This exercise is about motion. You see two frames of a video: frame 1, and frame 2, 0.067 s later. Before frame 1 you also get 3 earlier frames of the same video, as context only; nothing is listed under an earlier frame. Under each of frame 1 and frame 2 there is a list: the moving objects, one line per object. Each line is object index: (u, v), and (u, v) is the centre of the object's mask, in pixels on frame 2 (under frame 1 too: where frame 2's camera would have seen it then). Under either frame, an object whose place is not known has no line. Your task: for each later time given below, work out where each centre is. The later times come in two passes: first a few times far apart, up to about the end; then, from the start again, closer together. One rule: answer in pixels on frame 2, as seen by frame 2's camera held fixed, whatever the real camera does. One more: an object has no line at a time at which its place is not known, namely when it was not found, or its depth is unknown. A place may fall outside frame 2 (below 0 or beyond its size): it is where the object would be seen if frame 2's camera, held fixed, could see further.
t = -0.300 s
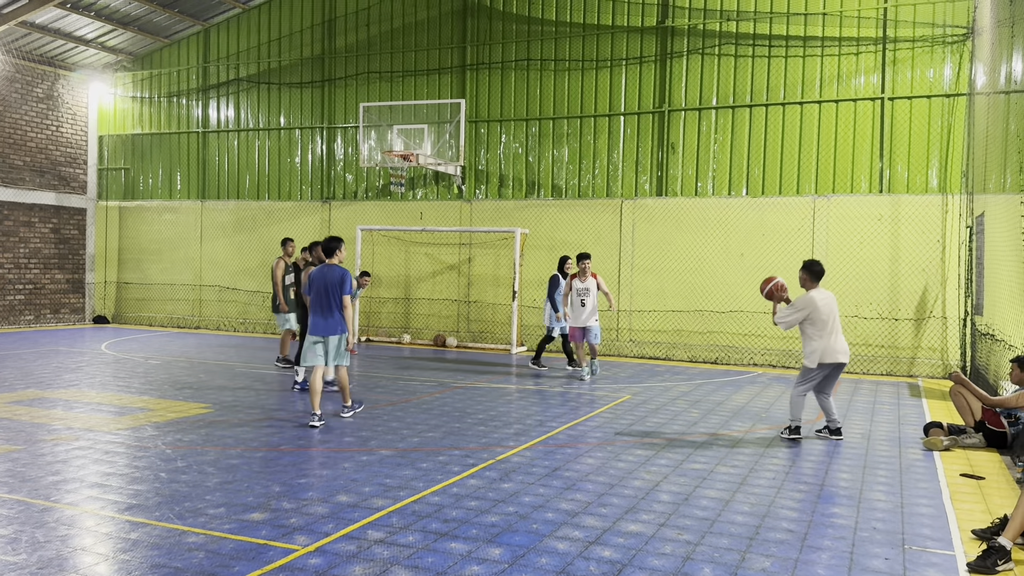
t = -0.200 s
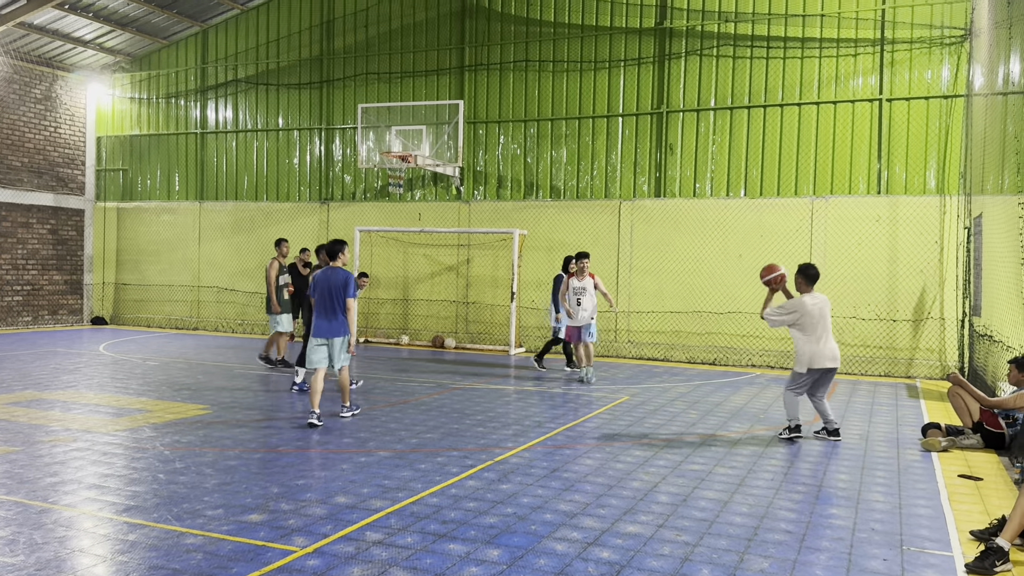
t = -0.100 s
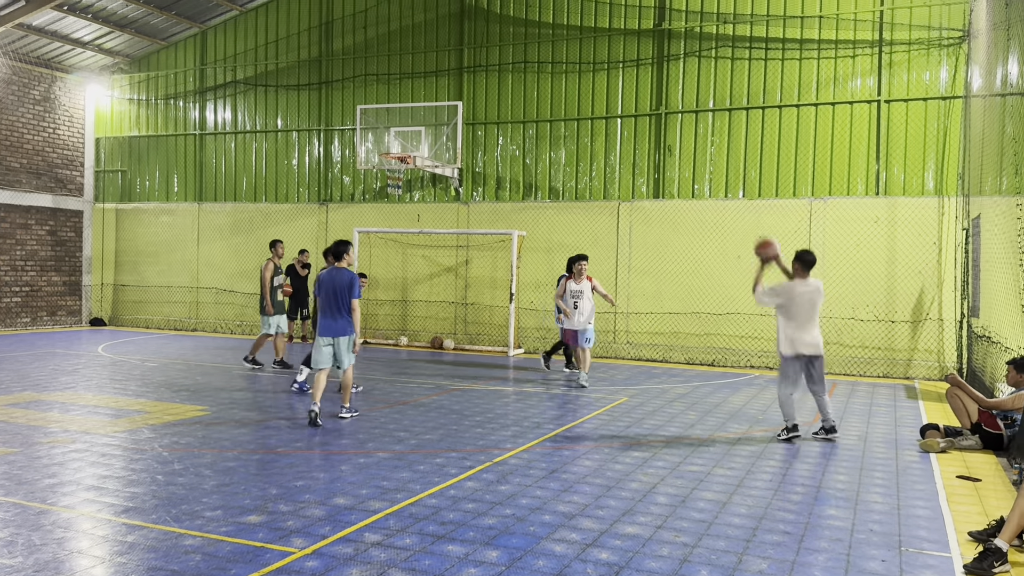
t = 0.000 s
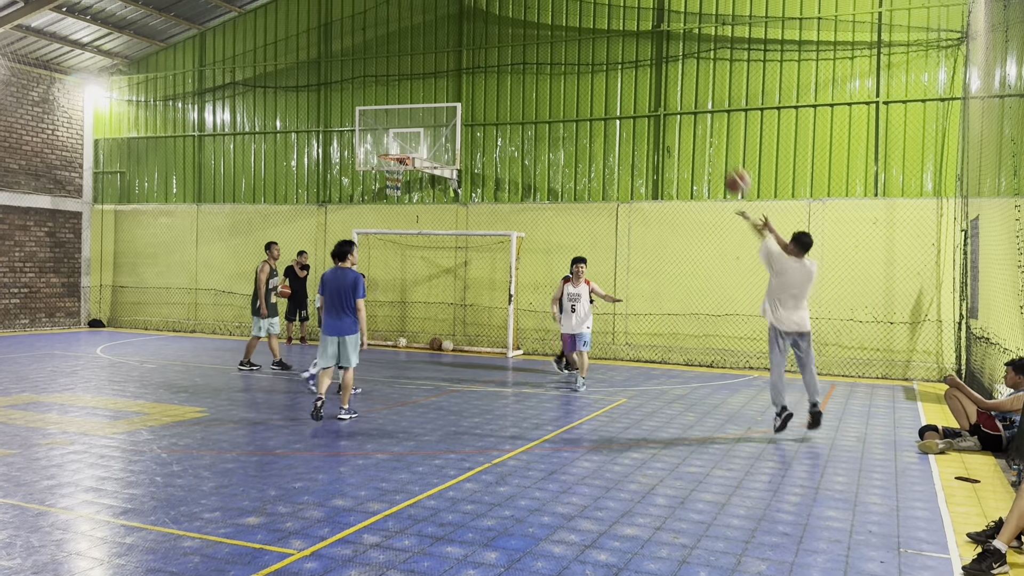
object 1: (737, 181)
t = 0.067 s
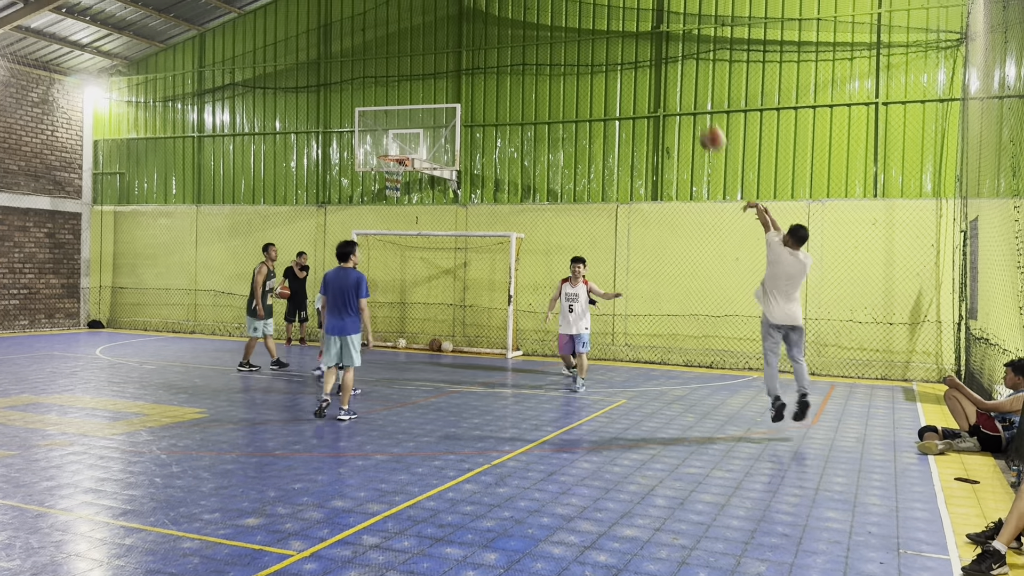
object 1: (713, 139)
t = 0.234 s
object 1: (658, 57)
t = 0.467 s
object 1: (589, 3)
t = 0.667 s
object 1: (540, -3)
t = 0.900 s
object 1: (491, 25)
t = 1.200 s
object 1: (437, 111)
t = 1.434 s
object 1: (401, 203)
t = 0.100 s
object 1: (700, 119)
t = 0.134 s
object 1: (689, 102)
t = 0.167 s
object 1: (678, 86)
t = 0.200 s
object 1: (667, 71)
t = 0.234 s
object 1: (658, 57)
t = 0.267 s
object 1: (647, 46)
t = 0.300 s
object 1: (637, 36)
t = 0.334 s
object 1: (627, 27)
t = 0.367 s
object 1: (617, 18)
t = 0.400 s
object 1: (607, 12)
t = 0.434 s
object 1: (598, 7)
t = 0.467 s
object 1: (589, 3)
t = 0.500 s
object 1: (580, 0)
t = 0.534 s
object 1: (573, -2)
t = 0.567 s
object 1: (563, -3)
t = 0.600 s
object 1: (556, -3)
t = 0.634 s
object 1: (548, -3)
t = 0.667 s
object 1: (540, -3)
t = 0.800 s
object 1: (511, 8)
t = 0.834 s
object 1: (504, 13)
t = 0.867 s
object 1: (497, 18)
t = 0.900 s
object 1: (491, 25)
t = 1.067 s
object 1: (459, 66)
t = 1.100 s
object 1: (454, 78)
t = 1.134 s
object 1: (447, 88)
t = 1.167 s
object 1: (444, 98)
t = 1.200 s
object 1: (437, 111)
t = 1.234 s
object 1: (432, 123)
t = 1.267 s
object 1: (426, 135)
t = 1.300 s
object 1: (421, 147)
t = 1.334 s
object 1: (416, 162)
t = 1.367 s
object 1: (412, 175)
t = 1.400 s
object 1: (405, 189)
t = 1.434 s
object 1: (401, 203)
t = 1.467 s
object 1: (397, 219)
